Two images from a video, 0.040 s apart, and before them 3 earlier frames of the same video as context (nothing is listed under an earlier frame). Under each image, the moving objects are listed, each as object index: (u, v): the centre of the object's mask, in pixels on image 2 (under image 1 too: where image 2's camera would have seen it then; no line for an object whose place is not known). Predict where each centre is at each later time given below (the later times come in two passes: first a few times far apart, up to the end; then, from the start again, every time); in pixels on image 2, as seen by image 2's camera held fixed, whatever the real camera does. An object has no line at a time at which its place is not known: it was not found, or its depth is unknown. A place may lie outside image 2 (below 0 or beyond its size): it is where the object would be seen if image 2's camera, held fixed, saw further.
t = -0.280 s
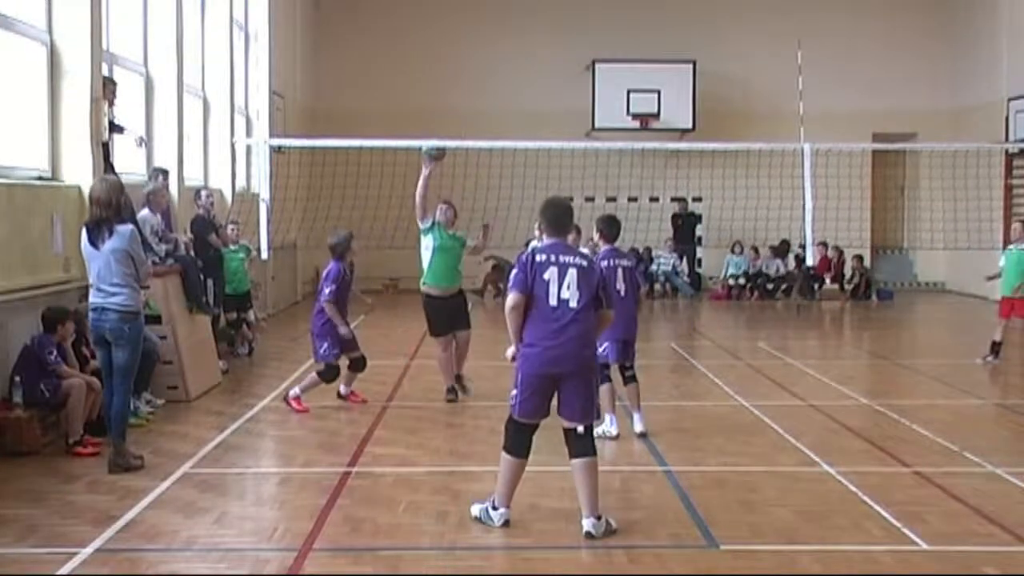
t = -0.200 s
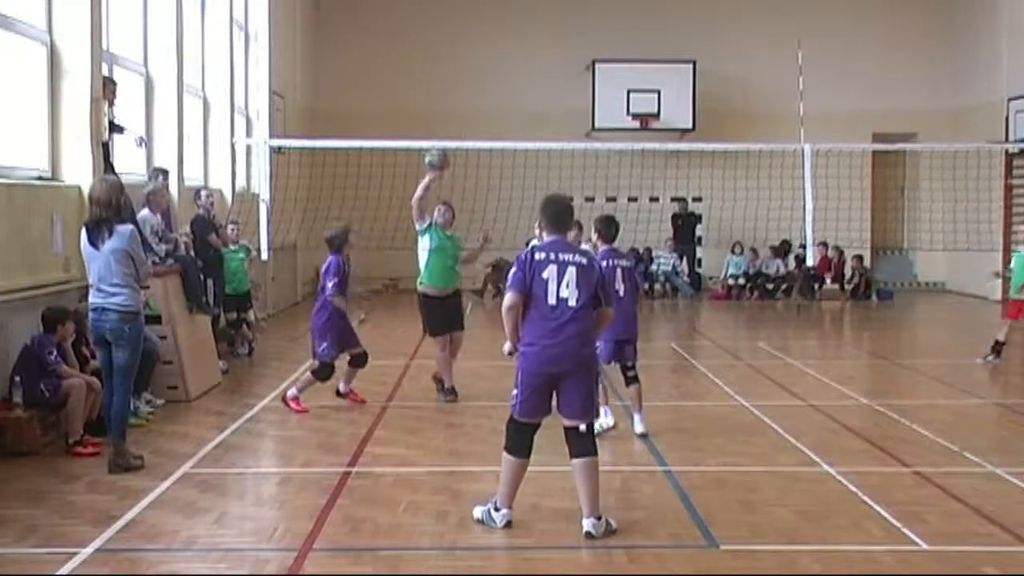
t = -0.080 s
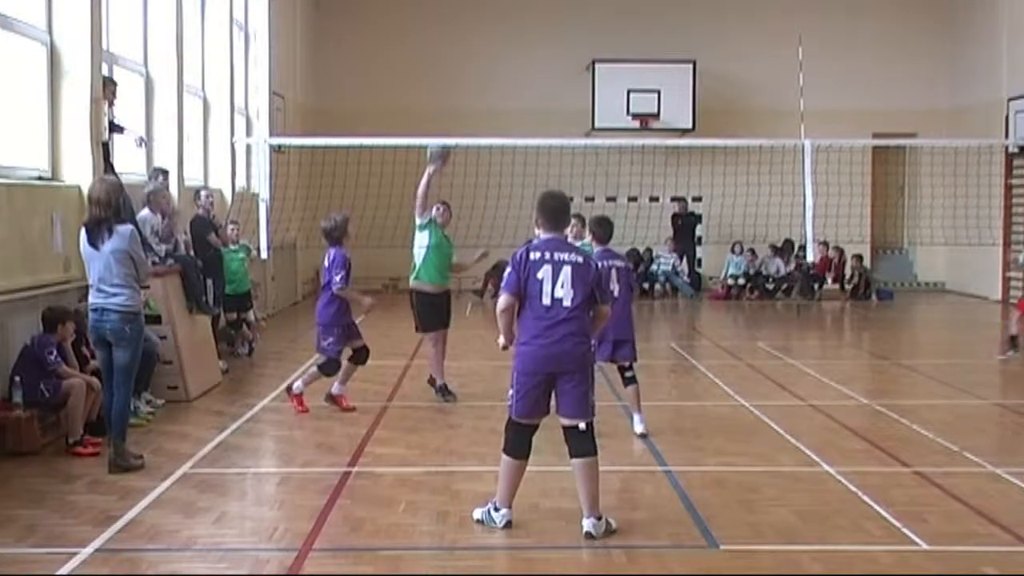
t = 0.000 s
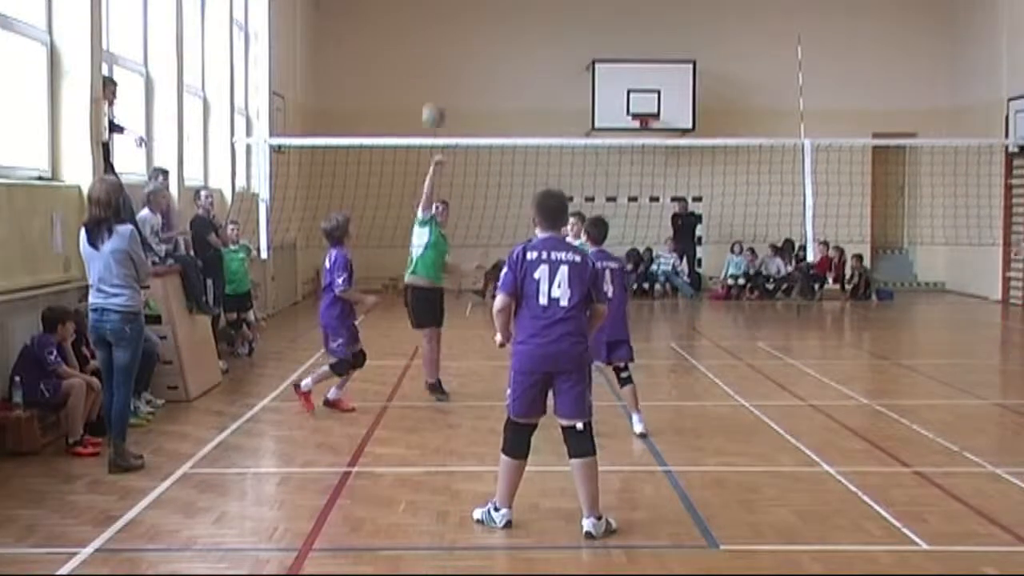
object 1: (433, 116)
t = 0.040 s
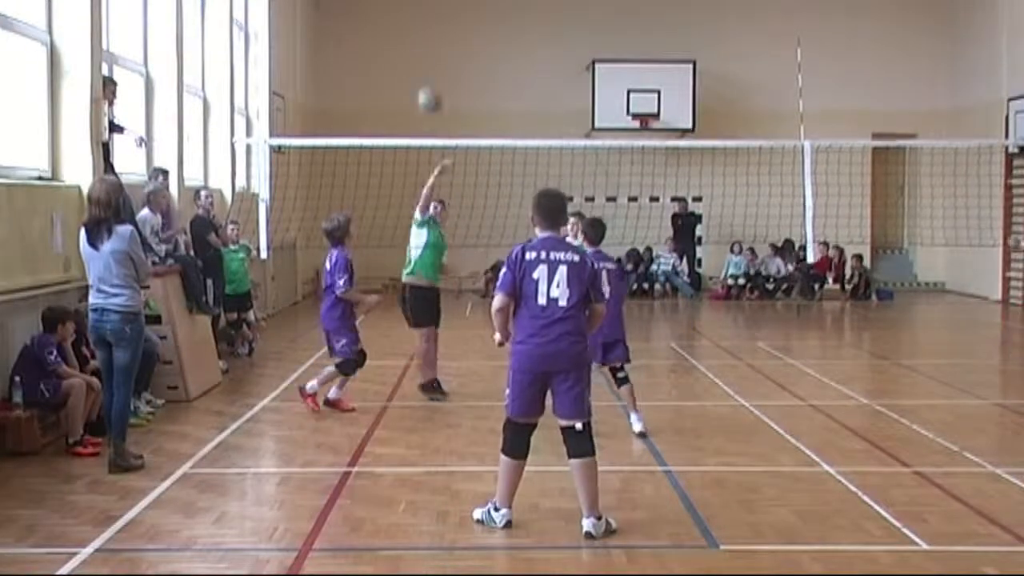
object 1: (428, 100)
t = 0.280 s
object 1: (408, 40)
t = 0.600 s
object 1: (379, 68)
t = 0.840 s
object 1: (357, 177)
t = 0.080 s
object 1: (424, 85)
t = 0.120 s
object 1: (422, 72)
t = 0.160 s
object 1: (417, 63)
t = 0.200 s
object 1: (415, 52)
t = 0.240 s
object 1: (411, 47)
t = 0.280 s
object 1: (408, 40)
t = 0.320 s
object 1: (404, 37)
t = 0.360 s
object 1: (401, 36)
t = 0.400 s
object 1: (397, 37)
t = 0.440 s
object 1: (394, 39)
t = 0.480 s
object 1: (390, 44)
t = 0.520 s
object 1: (387, 50)
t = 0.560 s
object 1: (382, 59)
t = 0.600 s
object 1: (379, 68)
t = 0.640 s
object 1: (374, 83)
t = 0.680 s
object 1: (371, 97)
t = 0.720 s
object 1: (368, 114)
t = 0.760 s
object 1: (364, 134)
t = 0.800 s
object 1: (359, 155)
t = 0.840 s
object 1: (357, 177)
